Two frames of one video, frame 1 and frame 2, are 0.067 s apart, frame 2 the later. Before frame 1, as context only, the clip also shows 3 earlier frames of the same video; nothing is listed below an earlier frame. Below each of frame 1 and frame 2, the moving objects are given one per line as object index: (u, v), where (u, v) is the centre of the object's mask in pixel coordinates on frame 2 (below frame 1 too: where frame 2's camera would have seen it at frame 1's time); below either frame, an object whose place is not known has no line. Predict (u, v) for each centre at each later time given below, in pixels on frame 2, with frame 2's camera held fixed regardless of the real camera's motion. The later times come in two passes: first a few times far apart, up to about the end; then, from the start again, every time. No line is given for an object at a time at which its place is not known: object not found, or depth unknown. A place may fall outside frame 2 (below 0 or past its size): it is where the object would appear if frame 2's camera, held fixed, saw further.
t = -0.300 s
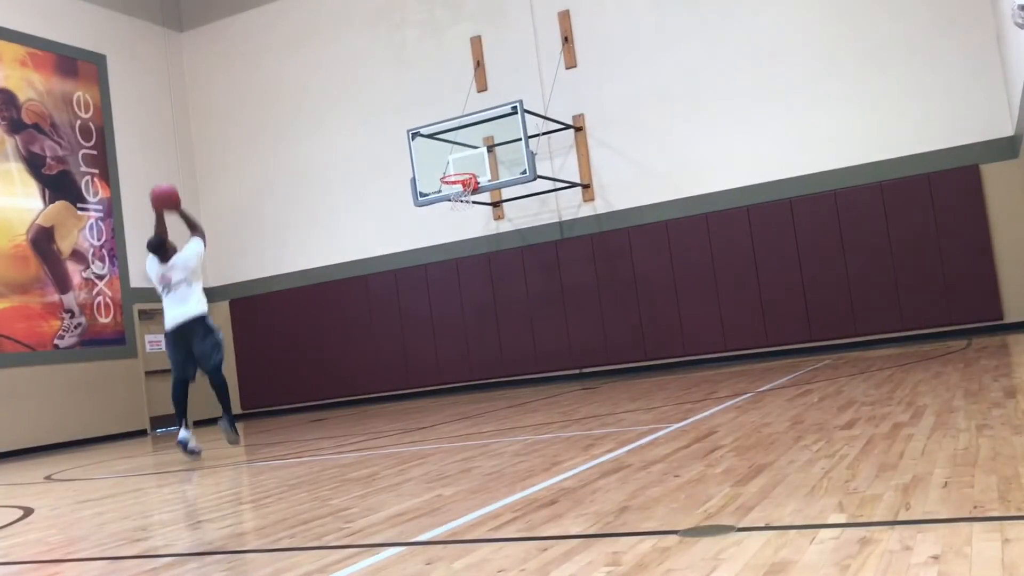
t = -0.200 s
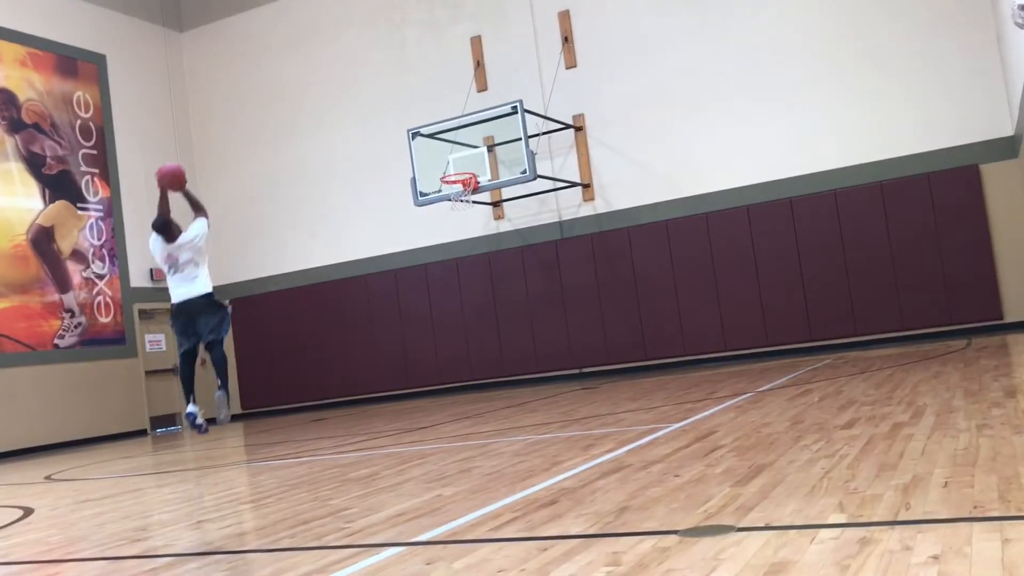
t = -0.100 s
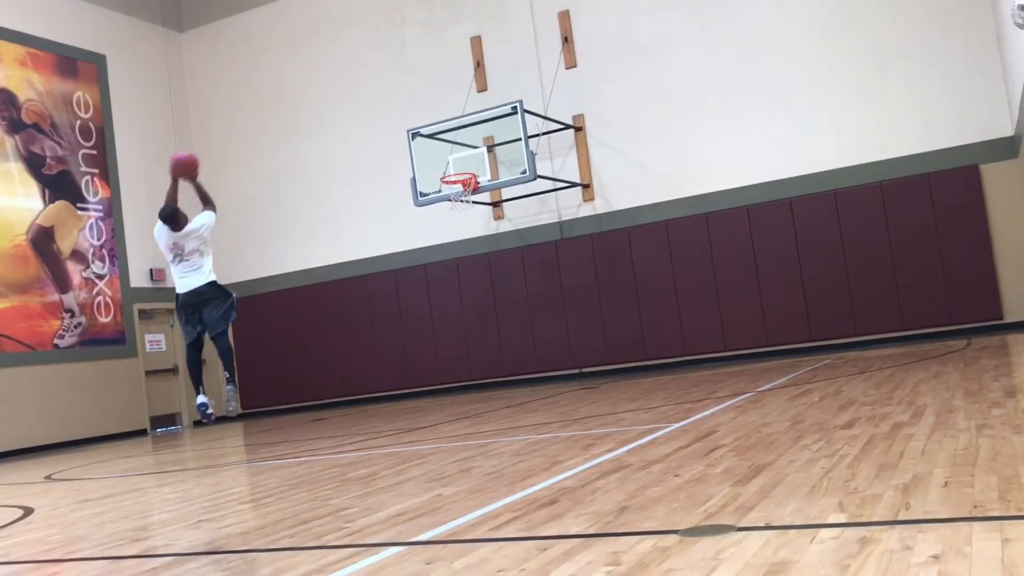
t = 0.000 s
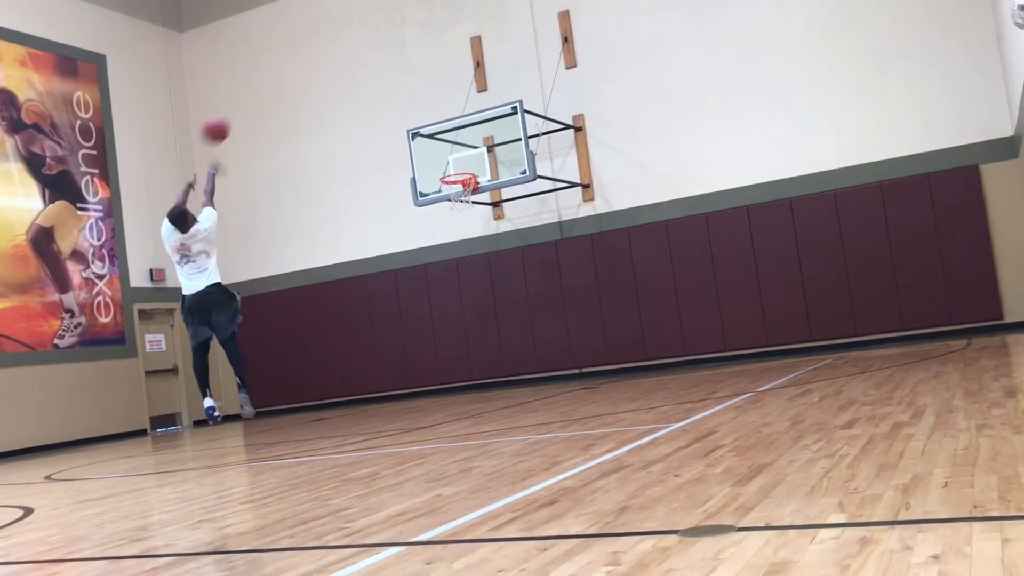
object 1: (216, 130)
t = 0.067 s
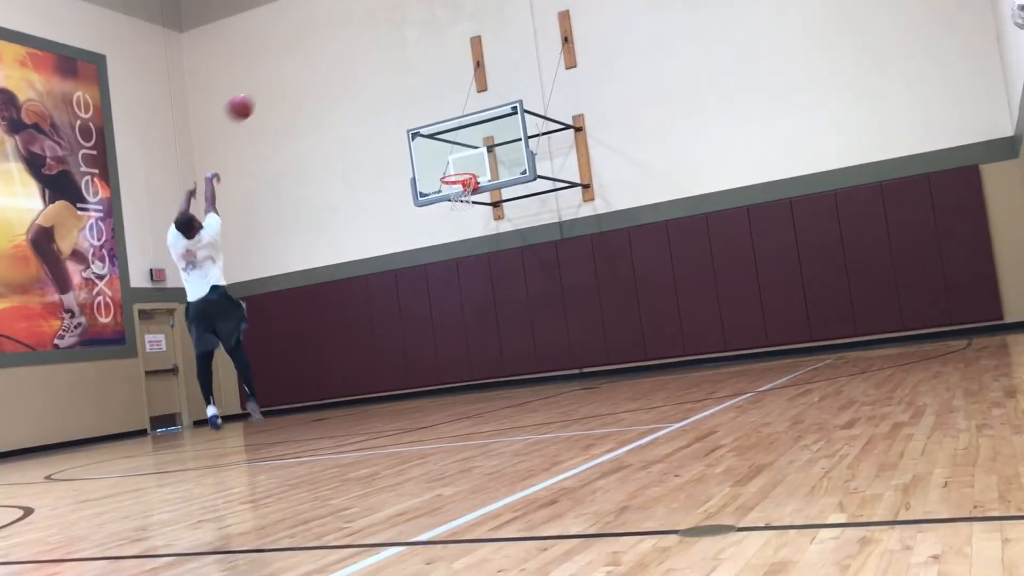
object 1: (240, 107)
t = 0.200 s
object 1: (284, 80)
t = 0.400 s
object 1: (345, 70)
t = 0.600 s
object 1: (396, 95)
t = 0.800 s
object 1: (444, 144)
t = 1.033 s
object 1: (439, 150)
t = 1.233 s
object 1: (407, 142)
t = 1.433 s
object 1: (376, 164)
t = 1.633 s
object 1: (347, 223)
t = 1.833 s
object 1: (319, 328)
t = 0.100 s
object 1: (251, 99)
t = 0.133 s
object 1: (263, 91)
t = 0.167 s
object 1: (273, 85)
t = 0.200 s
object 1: (284, 80)
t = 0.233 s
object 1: (295, 76)
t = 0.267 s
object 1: (305, 73)
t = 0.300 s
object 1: (317, 68)
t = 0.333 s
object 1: (327, 69)
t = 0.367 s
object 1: (333, 74)
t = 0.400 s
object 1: (345, 70)
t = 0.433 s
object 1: (353, 73)
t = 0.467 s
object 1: (362, 76)
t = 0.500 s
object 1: (370, 80)
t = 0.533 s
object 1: (379, 84)
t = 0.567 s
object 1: (387, 89)
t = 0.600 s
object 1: (396, 95)
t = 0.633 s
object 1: (404, 101)
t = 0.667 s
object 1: (412, 108)
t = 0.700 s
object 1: (419, 116)
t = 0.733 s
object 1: (427, 124)
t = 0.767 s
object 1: (435, 134)
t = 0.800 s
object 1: (444, 144)
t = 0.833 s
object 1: (450, 153)
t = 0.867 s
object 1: (458, 164)
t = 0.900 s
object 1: (461, 169)
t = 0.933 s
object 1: (455, 165)
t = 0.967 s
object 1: (450, 159)
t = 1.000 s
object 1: (444, 154)
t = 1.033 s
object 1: (439, 150)
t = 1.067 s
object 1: (434, 147)
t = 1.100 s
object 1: (429, 144)
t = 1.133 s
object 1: (423, 142)
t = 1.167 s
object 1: (418, 141)
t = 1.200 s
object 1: (413, 141)
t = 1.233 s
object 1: (407, 142)
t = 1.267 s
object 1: (402, 143)
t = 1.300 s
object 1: (397, 145)
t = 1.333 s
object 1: (392, 148)
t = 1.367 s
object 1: (386, 152)
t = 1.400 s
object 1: (382, 158)
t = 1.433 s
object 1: (376, 164)
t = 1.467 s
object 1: (372, 171)
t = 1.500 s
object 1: (367, 179)
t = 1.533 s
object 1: (362, 188)
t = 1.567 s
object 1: (357, 199)
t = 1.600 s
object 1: (352, 210)
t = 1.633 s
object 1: (347, 223)
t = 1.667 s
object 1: (343, 237)
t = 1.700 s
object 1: (338, 252)
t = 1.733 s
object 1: (333, 269)
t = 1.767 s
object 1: (328, 289)
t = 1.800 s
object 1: (324, 307)
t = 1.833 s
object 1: (319, 328)
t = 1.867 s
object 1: (314, 351)
